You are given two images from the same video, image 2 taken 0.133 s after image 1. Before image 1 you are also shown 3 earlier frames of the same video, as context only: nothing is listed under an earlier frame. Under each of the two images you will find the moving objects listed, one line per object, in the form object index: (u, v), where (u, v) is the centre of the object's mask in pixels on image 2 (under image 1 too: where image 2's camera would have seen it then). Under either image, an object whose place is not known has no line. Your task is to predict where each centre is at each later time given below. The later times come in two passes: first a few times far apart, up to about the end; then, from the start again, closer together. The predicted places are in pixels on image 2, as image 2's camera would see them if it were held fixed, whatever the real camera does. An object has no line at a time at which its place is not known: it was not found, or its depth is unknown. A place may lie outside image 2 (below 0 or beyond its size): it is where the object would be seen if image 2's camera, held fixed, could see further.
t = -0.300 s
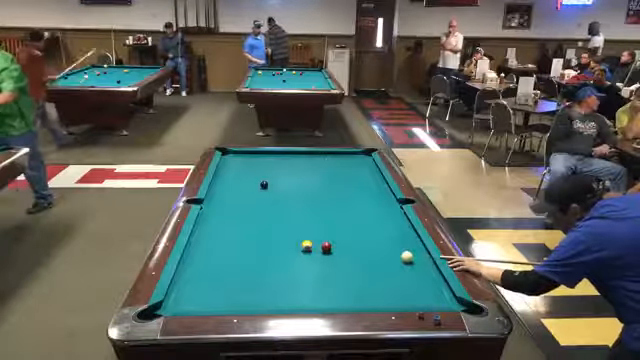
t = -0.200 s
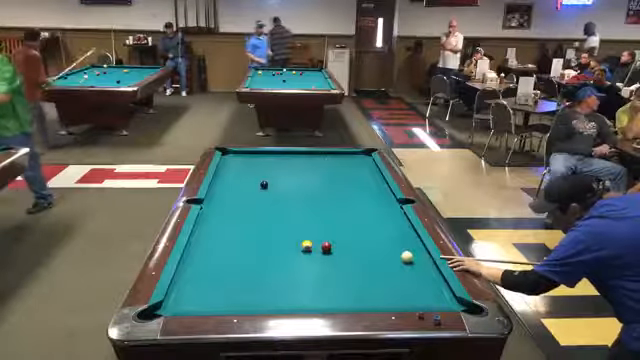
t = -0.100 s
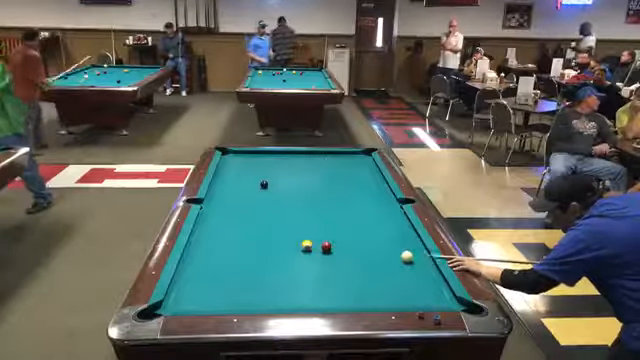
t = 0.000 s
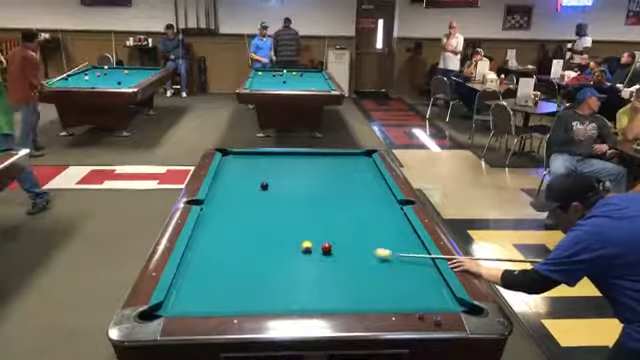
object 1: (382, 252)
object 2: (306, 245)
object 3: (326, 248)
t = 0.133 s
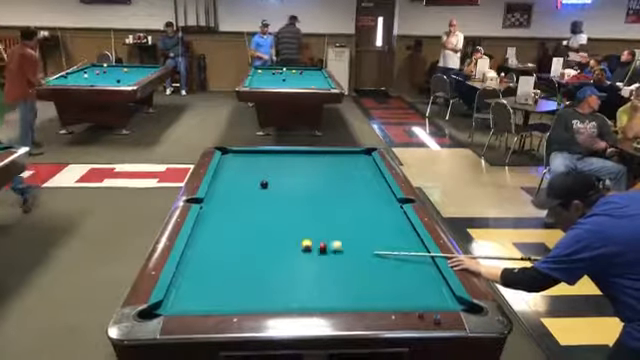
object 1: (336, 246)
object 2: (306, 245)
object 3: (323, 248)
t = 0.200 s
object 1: (334, 243)
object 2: (294, 244)
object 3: (314, 249)
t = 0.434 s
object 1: (315, 232)
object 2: (251, 237)
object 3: (306, 257)
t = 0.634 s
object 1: (299, 224)
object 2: (217, 232)
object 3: (298, 260)
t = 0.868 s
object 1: (283, 215)
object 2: (206, 228)
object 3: (290, 271)
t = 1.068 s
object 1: (270, 208)
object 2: (223, 226)
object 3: (283, 278)
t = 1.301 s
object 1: (256, 201)
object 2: (241, 224)
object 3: (274, 285)
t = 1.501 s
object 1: (245, 195)
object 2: (256, 222)
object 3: (266, 292)
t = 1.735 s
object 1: (234, 189)
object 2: (272, 220)
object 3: (257, 299)
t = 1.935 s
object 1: (225, 184)
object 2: (285, 219)
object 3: (249, 303)
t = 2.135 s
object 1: (216, 179)
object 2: (297, 218)
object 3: (244, 303)
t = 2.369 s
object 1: (219, 176)
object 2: (311, 216)
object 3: (240, 301)
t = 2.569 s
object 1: (227, 172)
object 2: (322, 215)
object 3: (238, 301)
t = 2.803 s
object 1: (233, 169)
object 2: (334, 214)
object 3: (235, 299)
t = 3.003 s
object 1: (238, 167)
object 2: (343, 213)
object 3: (233, 297)
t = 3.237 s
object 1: (243, 165)
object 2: (354, 212)
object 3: (231, 296)
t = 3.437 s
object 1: (247, 163)
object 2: (363, 211)
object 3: (230, 295)
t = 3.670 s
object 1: (252, 160)
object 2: (371, 210)
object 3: (229, 294)
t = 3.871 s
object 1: (255, 159)
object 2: (378, 209)
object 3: (229, 294)
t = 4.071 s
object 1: (259, 157)
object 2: (386, 208)
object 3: (229, 293)
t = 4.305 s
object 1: (262, 155)
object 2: (392, 207)
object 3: (228, 293)
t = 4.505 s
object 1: (265, 154)
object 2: (396, 207)
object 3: (229, 293)
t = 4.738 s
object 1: (268, 152)
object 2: (394, 206)
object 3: (228, 293)
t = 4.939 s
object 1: (270, 152)
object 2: (392, 205)
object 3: (228, 294)
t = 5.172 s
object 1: (270, 152)
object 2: (390, 204)
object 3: (229, 294)
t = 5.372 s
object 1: (271, 152)
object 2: (389, 204)
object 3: (228, 294)
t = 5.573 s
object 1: (272, 152)
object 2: (388, 203)
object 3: (229, 294)
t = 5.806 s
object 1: (272, 153)
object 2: (388, 203)
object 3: (229, 293)
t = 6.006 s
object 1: (273, 153)
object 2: (388, 203)
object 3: (229, 294)
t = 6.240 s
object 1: (273, 153)
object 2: (388, 203)
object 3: (229, 294)
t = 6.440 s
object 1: (273, 154)
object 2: (388, 203)
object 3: (229, 293)
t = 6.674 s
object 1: (273, 154)
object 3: (229, 294)
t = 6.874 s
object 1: (273, 154)
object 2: (388, 203)
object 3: (229, 294)
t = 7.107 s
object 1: (273, 154)
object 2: (388, 203)
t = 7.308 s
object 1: (273, 154)
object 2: (388, 203)
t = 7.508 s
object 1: (273, 154)
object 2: (388, 204)
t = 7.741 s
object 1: (273, 154)
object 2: (388, 204)
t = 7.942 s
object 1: (273, 154)
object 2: (388, 204)
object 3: (229, 292)
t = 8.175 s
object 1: (273, 154)
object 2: (388, 204)
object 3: (230, 294)
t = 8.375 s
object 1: (273, 154)
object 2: (388, 204)
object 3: (229, 294)
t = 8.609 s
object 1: (273, 154)
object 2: (387, 204)
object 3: (229, 292)
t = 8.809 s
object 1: (273, 154)
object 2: (387, 204)
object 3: (230, 291)
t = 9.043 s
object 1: (273, 154)
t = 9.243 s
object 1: (273, 154)
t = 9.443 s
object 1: (273, 154)
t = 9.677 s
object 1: (273, 154)
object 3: (230, 294)
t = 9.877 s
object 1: (273, 154)
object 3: (228, 294)
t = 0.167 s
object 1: (336, 245)
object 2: (303, 244)
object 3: (316, 248)
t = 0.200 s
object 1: (334, 243)
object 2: (294, 244)
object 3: (314, 249)
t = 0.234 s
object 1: (332, 241)
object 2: (287, 243)
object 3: (313, 250)
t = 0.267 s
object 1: (329, 240)
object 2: (280, 242)
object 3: (311, 251)
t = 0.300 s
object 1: (326, 238)
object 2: (274, 241)
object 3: (310, 253)
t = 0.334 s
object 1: (323, 237)
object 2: (268, 239)
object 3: (309, 253)
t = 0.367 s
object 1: (321, 235)
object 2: (263, 238)
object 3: (308, 255)
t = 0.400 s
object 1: (318, 234)
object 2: (256, 237)
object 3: (307, 256)
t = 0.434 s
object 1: (315, 232)
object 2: (251, 237)
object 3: (306, 257)
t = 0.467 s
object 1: (312, 231)
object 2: (245, 236)
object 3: (305, 257)
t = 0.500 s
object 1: (309, 229)
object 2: (239, 235)
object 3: (303, 259)
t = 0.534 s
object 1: (307, 228)
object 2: (234, 234)
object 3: (302, 260)
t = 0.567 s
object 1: (305, 227)
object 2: (229, 233)
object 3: (301, 260)
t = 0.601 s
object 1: (302, 225)
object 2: (223, 232)
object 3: (299, 260)
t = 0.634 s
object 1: (299, 224)
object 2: (217, 232)
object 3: (298, 260)
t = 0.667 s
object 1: (297, 222)
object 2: (212, 231)
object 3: (297, 260)
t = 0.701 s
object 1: (294, 221)
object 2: (206, 230)
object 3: (295, 260)
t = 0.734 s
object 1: (292, 220)
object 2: (200, 229)
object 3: (293, 260)
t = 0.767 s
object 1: (289, 219)
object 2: (197, 229)
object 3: (291, 262)
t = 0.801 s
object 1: (287, 217)
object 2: (200, 228)
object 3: (293, 269)
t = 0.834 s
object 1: (285, 216)
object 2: (204, 228)
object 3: (291, 270)
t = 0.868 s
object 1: (283, 215)
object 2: (206, 228)
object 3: (290, 271)
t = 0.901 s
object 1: (281, 214)
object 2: (209, 227)
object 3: (289, 273)
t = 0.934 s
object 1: (278, 213)
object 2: (210, 227)
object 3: (287, 274)
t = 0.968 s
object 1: (276, 211)
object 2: (214, 227)
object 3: (286, 275)
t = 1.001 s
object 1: (274, 211)
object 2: (217, 227)
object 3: (285, 275)
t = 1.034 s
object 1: (272, 209)
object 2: (220, 226)
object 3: (284, 277)
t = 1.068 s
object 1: (270, 208)
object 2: (223, 226)
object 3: (283, 278)
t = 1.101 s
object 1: (268, 207)
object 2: (225, 225)
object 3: (282, 278)
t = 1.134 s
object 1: (265, 206)
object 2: (228, 225)
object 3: (280, 280)
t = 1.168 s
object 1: (263, 205)
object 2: (231, 225)
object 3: (278, 281)
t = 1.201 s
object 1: (262, 204)
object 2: (234, 225)
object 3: (277, 283)
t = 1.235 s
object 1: (260, 203)
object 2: (236, 225)
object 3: (276, 283)
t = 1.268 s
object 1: (258, 202)
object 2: (239, 224)
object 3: (275, 285)
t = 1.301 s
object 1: (256, 201)
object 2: (241, 224)
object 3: (274, 285)
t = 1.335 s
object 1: (254, 199)
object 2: (244, 224)
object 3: (272, 287)
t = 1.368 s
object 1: (252, 199)
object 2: (246, 223)
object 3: (271, 288)
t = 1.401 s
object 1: (250, 198)
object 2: (249, 223)
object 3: (270, 289)
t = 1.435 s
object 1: (249, 197)
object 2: (251, 223)
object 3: (268, 290)
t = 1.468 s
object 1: (246, 196)
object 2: (253, 222)
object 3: (267, 290)
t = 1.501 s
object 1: (245, 195)
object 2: (256, 222)
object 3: (266, 292)
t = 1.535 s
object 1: (243, 195)
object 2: (258, 222)
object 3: (265, 293)
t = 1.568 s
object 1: (242, 193)
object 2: (261, 222)
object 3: (263, 295)
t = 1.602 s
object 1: (240, 192)
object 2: (263, 221)
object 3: (262, 295)
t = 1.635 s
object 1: (238, 191)
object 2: (265, 221)
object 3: (261, 295)
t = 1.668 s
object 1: (237, 190)
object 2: (268, 221)
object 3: (260, 298)
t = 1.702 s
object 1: (235, 189)
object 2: (270, 221)
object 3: (259, 298)
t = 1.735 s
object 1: (234, 189)
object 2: (272, 220)
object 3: (257, 299)
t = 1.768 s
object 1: (232, 188)
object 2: (274, 220)
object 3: (256, 300)
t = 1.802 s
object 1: (230, 187)
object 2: (277, 220)
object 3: (255, 300)
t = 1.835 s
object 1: (229, 186)
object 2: (279, 220)
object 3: (254, 301)
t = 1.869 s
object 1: (227, 185)
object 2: (281, 220)
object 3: (254, 301)
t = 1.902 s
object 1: (226, 185)
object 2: (283, 219)
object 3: (251, 302)
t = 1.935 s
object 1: (225, 184)
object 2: (285, 219)
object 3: (249, 303)
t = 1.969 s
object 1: (223, 183)
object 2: (287, 219)
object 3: (248, 304)
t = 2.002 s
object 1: (220, 181)
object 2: (289, 219)
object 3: (247, 304)
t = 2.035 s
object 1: (220, 181)
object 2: (291, 218)
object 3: (246, 304)
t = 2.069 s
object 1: (219, 181)
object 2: (293, 218)
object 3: (246, 304)
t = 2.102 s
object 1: (217, 180)
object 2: (296, 218)
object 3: (246, 304)
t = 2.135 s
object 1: (216, 179)
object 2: (297, 218)
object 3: (244, 303)
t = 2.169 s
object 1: (215, 179)
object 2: (300, 217)
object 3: (244, 303)
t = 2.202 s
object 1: (216, 178)
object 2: (302, 217)
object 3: (243, 303)
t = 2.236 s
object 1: (216, 178)
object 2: (303, 217)
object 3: (243, 303)
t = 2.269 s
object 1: (218, 177)
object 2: (305, 217)
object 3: (242, 302)
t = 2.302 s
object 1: (219, 176)
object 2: (307, 216)
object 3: (242, 301)
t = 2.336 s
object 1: (219, 176)
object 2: (309, 216)
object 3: (241, 301)
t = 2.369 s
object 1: (219, 176)
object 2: (311, 216)
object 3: (240, 301)
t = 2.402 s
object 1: (222, 175)
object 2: (312, 216)
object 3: (240, 301)
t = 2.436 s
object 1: (224, 174)
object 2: (314, 216)
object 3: (239, 301)
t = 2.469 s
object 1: (225, 174)
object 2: (317, 215)
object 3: (239, 301)
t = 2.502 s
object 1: (226, 173)
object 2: (319, 216)
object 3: (239, 301)
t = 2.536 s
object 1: (226, 173)
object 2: (320, 216)
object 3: (238, 301)
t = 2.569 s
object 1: (227, 172)
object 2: (322, 215)
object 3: (238, 301)
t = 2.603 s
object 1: (228, 172)
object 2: (324, 215)
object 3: (237, 301)
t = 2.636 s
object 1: (229, 171)
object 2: (325, 215)
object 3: (237, 300)
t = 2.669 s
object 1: (230, 171)
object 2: (327, 214)
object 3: (236, 300)
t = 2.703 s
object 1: (230, 171)
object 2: (329, 214)
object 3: (236, 299)
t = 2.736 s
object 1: (232, 170)
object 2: (330, 214)
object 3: (235, 299)
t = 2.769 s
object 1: (232, 170)
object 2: (332, 214)
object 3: (235, 299)
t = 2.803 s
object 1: (233, 169)
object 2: (334, 214)
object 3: (235, 299)
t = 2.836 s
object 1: (233, 169)
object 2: (336, 213)
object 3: (234, 298)
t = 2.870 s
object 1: (235, 168)
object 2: (337, 213)
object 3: (234, 298)
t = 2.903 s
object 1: (235, 169)
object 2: (338, 213)
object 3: (233, 297)
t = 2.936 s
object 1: (236, 168)
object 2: (340, 213)
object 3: (233, 297)
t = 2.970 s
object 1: (236, 168)
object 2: (342, 213)
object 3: (233, 297)
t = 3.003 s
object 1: (238, 167)
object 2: (343, 213)
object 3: (233, 297)
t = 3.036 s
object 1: (238, 167)
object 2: (345, 213)
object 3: (232, 297)
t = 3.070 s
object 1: (240, 166)
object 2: (346, 212)
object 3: (232, 296)
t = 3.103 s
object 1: (240, 166)
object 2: (348, 212)
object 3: (231, 296)
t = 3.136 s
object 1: (242, 166)
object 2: (349, 212)
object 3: (231, 296)
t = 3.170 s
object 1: (242, 166)
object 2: (351, 212)
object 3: (231, 296)
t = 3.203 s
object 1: (243, 165)
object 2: (352, 212)
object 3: (231, 296)
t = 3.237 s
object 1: (243, 165)
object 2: (354, 212)
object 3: (231, 296)
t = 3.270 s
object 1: (244, 164)
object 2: (355, 212)
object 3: (231, 296)
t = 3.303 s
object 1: (244, 164)
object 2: (357, 211)
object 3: (230, 295)
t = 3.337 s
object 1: (246, 163)
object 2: (358, 211)
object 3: (230, 295)
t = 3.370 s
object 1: (246, 163)
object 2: (359, 211)
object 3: (230, 295)
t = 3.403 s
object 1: (246, 163)
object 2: (360, 211)
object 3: (230, 295)
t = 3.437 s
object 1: (247, 163)
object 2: (363, 211)
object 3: (230, 295)
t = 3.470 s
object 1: (249, 162)
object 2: (364, 210)
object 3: (230, 295)
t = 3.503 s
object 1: (249, 162)
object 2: (365, 210)
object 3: (229, 295)
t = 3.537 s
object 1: (250, 161)
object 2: (366, 210)
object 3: (229, 294)
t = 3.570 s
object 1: (250, 161)
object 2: (367, 210)
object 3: (229, 294)
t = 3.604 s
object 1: (251, 161)
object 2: (369, 210)
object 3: (229, 294)
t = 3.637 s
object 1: (251, 161)
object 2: (370, 210)
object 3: (229, 294)
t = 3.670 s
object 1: (252, 160)
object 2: (371, 210)
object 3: (229, 294)
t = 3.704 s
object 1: (253, 160)
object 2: (372, 209)
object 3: (229, 294)
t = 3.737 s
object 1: (254, 159)
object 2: (373, 209)
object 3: (229, 294)
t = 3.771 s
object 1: (254, 159)
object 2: (374, 209)
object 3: (229, 294)
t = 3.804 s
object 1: (254, 159)
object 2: (376, 209)
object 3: (229, 294)
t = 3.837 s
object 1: (254, 160)
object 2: (377, 209)
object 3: (229, 293)
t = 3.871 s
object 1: (255, 159)
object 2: (378, 209)
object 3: (229, 294)
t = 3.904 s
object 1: (255, 159)
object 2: (379, 209)
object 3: (229, 293)
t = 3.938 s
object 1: (257, 158)
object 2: (380, 208)
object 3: (229, 293)
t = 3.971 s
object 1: (257, 158)
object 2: (383, 208)
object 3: (229, 293)
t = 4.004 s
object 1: (259, 157)
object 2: (384, 209)
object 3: (229, 293)
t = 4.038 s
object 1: (259, 156)
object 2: (385, 208)
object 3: (229, 293)
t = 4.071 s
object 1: (259, 157)
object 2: (386, 208)
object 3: (229, 293)
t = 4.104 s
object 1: (259, 157)
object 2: (386, 208)
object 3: (229, 293)
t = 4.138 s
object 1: (260, 156)
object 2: (387, 208)
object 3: (229, 293)
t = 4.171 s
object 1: (260, 156)
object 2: (388, 208)
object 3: (229, 293)
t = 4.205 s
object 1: (261, 156)
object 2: (388, 207)
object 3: (229, 293)
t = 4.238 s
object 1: (261, 156)
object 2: (389, 207)
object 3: (229, 293)
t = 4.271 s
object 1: (262, 155)
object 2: (392, 207)
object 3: (228, 293)
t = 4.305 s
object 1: (262, 155)
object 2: (392, 207)
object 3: (228, 293)
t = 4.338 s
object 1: (262, 155)
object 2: (392, 207)
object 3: (228, 293)
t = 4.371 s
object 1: (263, 154)
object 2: (393, 207)
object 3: (228, 293)
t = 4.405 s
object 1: (263, 155)
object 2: (393, 207)
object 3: (229, 293)
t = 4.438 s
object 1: (263, 154)
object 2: (393, 207)
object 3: (229, 293)
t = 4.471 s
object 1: (265, 154)
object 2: (396, 207)
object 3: (229, 293)
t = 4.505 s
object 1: (265, 154)
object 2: (396, 207)
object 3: (229, 293)
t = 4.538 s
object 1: (266, 153)
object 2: (396, 206)
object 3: (229, 293)
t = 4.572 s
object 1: (266, 153)
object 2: (396, 206)
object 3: (228, 293)
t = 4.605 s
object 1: (267, 153)
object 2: (396, 206)
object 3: (228, 293)
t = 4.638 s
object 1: (267, 153)
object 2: (395, 206)
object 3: (228, 293)
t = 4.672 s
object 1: (267, 153)
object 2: (395, 206)
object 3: (228, 293)
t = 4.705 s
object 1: (267, 152)
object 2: (395, 206)
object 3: (228, 293)
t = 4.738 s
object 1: (268, 152)
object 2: (394, 206)
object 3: (228, 293)
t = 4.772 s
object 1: (268, 152)
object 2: (394, 205)
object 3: (228, 293)
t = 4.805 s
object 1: (268, 151)
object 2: (393, 205)
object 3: (229, 294)
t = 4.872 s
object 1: (269, 151)
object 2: (393, 205)
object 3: (229, 294)
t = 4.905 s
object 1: (270, 152)
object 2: (392, 205)
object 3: (228, 294)
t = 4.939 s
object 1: (270, 152)
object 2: (392, 205)
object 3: (228, 294)
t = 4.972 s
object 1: (270, 152)
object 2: (392, 205)
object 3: (228, 294)
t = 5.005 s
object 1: (270, 152)
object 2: (392, 205)
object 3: (229, 294)
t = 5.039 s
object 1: (270, 152)
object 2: (391, 204)
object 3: (228, 294)
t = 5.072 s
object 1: (270, 152)
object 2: (391, 204)
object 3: (228, 294)
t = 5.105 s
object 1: (270, 152)
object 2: (391, 204)
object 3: (228, 294)
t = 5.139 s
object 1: (270, 152)
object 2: (391, 204)
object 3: (228, 294)
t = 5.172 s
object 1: (270, 152)
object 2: (390, 204)
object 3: (229, 294)
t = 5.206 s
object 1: (271, 152)
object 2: (390, 204)
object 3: (229, 294)
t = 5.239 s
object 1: (271, 152)
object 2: (390, 204)
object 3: (229, 294)
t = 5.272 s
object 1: (271, 152)
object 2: (390, 204)
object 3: (228, 294)
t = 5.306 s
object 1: (271, 152)
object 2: (390, 204)
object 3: (229, 294)
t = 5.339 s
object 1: (271, 152)
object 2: (389, 204)
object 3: (228, 294)
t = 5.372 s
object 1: (271, 152)
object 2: (389, 204)
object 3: (228, 294)
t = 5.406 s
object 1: (271, 152)
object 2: (388, 204)
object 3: (228, 294)
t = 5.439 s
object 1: (272, 152)
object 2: (388, 204)
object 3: (229, 294)
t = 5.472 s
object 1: (272, 152)
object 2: (388, 204)
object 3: (229, 294)
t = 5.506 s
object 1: (272, 152)
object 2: (388, 203)
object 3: (229, 294)
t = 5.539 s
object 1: (272, 152)
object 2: (388, 203)
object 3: (229, 294)
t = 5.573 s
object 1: (272, 152)
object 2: (388, 203)
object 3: (229, 294)
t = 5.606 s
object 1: (272, 152)
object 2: (388, 203)
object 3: (229, 294)
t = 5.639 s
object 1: (272, 152)
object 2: (388, 203)
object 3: (229, 293)
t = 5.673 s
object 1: (272, 153)
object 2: (388, 203)
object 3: (229, 293)
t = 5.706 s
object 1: (272, 153)
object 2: (388, 203)
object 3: (229, 293)
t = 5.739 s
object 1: (272, 153)
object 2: (388, 203)
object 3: (229, 293)
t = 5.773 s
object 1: (272, 153)
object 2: (388, 203)
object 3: (229, 293)
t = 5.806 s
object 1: (272, 153)
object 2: (388, 203)
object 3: (229, 293)
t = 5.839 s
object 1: (272, 153)
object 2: (388, 203)
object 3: (229, 293)
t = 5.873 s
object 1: (273, 153)
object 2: (388, 203)
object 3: (229, 293)
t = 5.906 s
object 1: (273, 153)
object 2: (388, 203)
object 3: (229, 293)
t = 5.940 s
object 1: (273, 153)
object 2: (388, 203)
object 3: (229, 293)
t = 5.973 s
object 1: (273, 153)
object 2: (388, 203)
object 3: (229, 293)
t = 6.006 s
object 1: (273, 153)
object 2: (388, 203)
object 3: (229, 294)
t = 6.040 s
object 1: (273, 153)
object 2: (388, 203)
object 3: (229, 293)
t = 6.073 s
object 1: (273, 153)
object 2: (388, 203)
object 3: (229, 294)
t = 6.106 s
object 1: (273, 153)
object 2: (387, 203)
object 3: (229, 293)
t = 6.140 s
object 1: (273, 153)
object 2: (388, 203)
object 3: (229, 294)
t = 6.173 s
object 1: (273, 153)
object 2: (388, 203)
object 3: (229, 293)
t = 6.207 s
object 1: (273, 153)
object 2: (388, 203)
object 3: (229, 294)
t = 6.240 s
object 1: (273, 153)
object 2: (388, 203)
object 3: (229, 294)
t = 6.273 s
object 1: (273, 153)
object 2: (388, 203)
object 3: (229, 293)
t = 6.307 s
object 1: (273, 153)
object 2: (388, 203)
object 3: (229, 293)
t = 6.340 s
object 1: (273, 153)
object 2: (388, 203)
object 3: (229, 293)
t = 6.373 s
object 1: (273, 153)
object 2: (388, 203)
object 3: (229, 293)
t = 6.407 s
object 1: (273, 154)
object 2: (388, 203)
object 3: (229, 294)
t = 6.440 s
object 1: (273, 154)
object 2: (388, 203)
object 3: (229, 293)
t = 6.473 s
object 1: (273, 154)
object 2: (388, 203)
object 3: (229, 293)
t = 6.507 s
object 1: (273, 154)
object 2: (388, 203)
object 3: (229, 293)
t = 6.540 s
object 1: (273, 154)
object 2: (388, 203)
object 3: (229, 293)
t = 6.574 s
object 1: (273, 154)
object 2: (388, 203)
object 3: (229, 293)
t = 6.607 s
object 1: (273, 154)
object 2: (386, 203)
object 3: (229, 294)
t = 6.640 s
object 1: (273, 154)
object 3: (229, 294)
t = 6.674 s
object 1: (273, 154)
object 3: (229, 294)
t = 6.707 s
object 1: (273, 154)
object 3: (229, 294)
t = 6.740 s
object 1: (273, 154)
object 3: (229, 294)
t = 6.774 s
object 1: (273, 154)
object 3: (229, 294)
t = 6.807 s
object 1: (273, 154)
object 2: (388, 203)
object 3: (229, 294)
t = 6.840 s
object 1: (273, 154)
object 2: (388, 203)
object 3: (229, 294)
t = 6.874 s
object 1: (273, 154)
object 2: (388, 203)
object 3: (229, 294)
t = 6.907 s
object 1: (273, 154)
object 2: (388, 204)
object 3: (229, 294)
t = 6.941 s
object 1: (273, 154)
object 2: (388, 203)
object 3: (229, 294)
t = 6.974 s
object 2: (388, 203)
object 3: (229, 294)
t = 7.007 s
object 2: (388, 203)
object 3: (229, 294)
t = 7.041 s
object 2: (388, 203)
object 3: (228, 294)
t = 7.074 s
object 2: (388, 203)
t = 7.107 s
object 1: (273, 154)
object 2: (388, 203)
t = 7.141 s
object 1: (273, 154)
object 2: (388, 203)
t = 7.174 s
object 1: (274, 153)
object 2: (388, 203)
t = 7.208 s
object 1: (273, 154)
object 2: (388, 203)
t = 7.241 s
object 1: (273, 154)
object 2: (388, 203)
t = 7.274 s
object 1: (273, 154)
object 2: (388, 203)
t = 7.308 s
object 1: (273, 154)
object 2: (388, 203)
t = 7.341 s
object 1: (273, 154)
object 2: (387, 203)
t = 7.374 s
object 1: (273, 154)
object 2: (387, 203)
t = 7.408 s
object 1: (273, 154)
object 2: (388, 203)
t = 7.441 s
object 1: (273, 154)
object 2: (388, 203)
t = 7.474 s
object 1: (273, 154)
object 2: (388, 204)
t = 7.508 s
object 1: (273, 154)
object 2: (388, 204)
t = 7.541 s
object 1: (273, 154)
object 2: (388, 204)
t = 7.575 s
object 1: (273, 154)
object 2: (388, 204)
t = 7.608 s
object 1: (273, 154)
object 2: (388, 204)
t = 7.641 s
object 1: (273, 154)
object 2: (388, 204)
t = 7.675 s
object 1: (273, 154)
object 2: (388, 204)
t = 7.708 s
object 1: (273, 154)
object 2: (388, 204)
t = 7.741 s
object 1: (273, 154)
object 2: (388, 204)
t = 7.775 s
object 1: (273, 154)
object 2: (388, 204)
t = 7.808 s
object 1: (273, 154)
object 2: (388, 204)
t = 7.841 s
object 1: (273, 154)
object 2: (388, 204)
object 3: (229, 291)
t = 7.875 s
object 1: (273, 154)
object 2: (388, 204)
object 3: (229, 292)
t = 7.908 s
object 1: (273, 154)
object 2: (388, 204)
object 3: (229, 292)
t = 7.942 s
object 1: (273, 154)
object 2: (388, 204)
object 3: (229, 292)
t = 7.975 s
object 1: (273, 154)
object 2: (388, 204)
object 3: (229, 293)
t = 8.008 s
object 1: (273, 154)
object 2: (388, 204)
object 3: (229, 294)
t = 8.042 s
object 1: (273, 154)
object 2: (387, 204)
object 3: (229, 294)
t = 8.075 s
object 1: (273, 154)
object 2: (388, 204)
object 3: (229, 294)
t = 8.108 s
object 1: (273, 154)
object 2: (387, 204)
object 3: (230, 294)
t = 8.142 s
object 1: (273, 154)
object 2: (388, 204)
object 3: (230, 294)
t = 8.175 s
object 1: (273, 154)
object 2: (388, 204)
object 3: (230, 294)
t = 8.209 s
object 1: (273, 154)
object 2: (388, 204)
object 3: (230, 294)
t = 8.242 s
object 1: (273, 154)
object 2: (388, 204)
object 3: (230, 294)
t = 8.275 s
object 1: (273, 154)
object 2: (387, 204)
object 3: (229, 294)
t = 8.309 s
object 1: (273, 154)
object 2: (388, 204)
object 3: (229, 294)
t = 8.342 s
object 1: (273, 154)
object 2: (388, 204)
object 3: (229, 294)
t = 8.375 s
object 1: (273, 154)
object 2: (388, 204)
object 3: (229, 294)
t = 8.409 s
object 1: (273, 154)
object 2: (388, 204)
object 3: (229, 293)
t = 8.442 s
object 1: (273, 154)
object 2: (388, 204)
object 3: (229, 294)
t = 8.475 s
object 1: (273, 154)
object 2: (388, 204)
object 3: (230, 293)
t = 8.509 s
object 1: (273, 154)
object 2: (388, 204)
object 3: (230, 293)
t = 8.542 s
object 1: (273, 154)
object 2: (387, 204)
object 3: (229, 293)
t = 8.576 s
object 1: (273, 154)
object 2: (387, 204)
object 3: (229, 292)
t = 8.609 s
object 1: (273, 154)
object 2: (387, 204)
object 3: (229, 292)
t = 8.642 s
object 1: (273, 154)
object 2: (387, 204)
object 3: (229, 292)
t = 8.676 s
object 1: (273, 154)
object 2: (387, 204)
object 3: (230, 292)
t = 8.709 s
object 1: (273, 154)
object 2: (387, 204)
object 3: (229, 292)
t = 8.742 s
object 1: (273, 154)
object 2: (387, 204)
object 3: (230, 292)
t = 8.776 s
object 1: (273, 154)
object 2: (387, 204)
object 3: (230, 292)
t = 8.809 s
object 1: (273, 154)
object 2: (387, 204)
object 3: (230, 291)
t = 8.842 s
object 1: (273, 154)
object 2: (387, 204)
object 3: (236, 290)
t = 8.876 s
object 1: (273, 154)
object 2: (387, 204)
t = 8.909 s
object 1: (273, 154)
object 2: (387, 204)
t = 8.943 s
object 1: (273, 154)
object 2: (387, 204)
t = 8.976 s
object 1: (273, 154)
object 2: (387, 204)
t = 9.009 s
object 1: (273, 154)
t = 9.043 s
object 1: (273, 154)
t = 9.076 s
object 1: (273, 154)
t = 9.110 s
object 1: (273, 154)
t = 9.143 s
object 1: (273, 154)
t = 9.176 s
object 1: (273, 154)
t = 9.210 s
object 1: (273, 154)
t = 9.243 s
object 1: (273, 154)
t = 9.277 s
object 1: (273, 154)
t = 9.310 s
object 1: (273, 154)
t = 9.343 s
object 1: (273, 154)
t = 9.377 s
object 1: (273, 154)
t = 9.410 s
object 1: (273, 154)
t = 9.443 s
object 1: (273, 154)
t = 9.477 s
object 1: (273, 154)
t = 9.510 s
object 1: (273, 154)
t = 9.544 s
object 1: (273, 154)
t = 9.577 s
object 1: (273, 154)
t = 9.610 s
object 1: (273, 154)
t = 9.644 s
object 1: (273, 154)
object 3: (228, 294)
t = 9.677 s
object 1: (273, 154)
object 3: (230, 294)
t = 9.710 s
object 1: (273, 154)
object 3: (228, 294)
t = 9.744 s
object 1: (273, 154)
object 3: (229, 294)
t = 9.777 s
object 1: (273, 154)
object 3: (229, 294)
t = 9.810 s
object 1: (273, 154)
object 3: (229, 293)
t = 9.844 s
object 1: (273, 154)
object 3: (229, 293)
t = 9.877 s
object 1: (273, 154)
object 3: (228, 294)
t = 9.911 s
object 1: (273, 154)
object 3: (229, 294)
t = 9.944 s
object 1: (273, 154)
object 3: (228, 294)
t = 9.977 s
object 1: (273, 154)
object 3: (228, 294)
